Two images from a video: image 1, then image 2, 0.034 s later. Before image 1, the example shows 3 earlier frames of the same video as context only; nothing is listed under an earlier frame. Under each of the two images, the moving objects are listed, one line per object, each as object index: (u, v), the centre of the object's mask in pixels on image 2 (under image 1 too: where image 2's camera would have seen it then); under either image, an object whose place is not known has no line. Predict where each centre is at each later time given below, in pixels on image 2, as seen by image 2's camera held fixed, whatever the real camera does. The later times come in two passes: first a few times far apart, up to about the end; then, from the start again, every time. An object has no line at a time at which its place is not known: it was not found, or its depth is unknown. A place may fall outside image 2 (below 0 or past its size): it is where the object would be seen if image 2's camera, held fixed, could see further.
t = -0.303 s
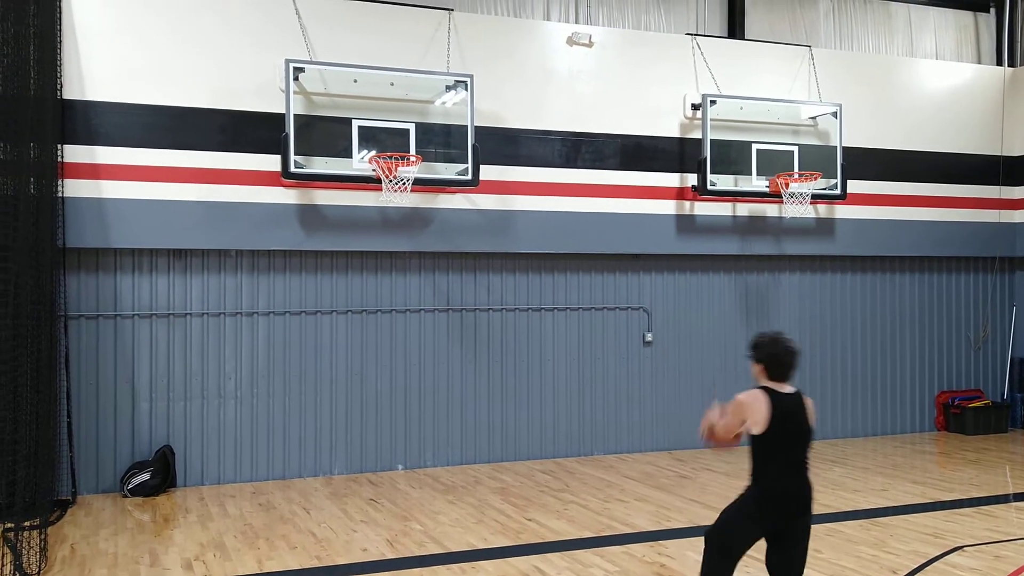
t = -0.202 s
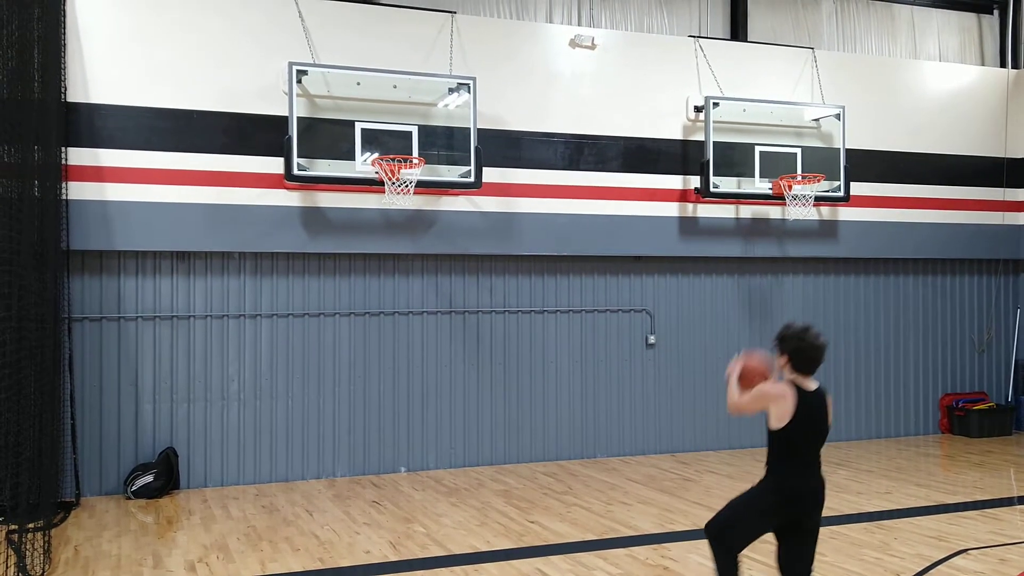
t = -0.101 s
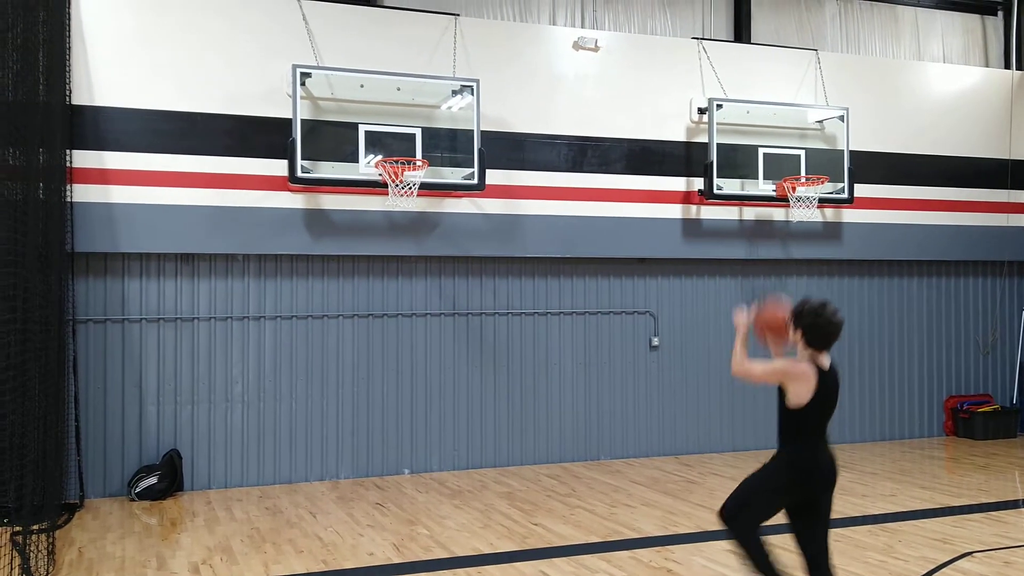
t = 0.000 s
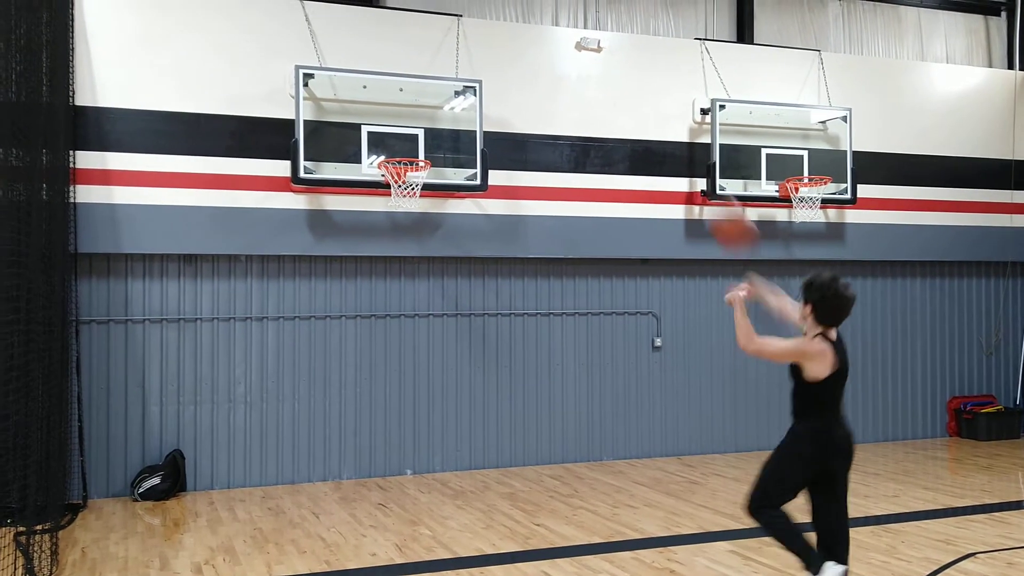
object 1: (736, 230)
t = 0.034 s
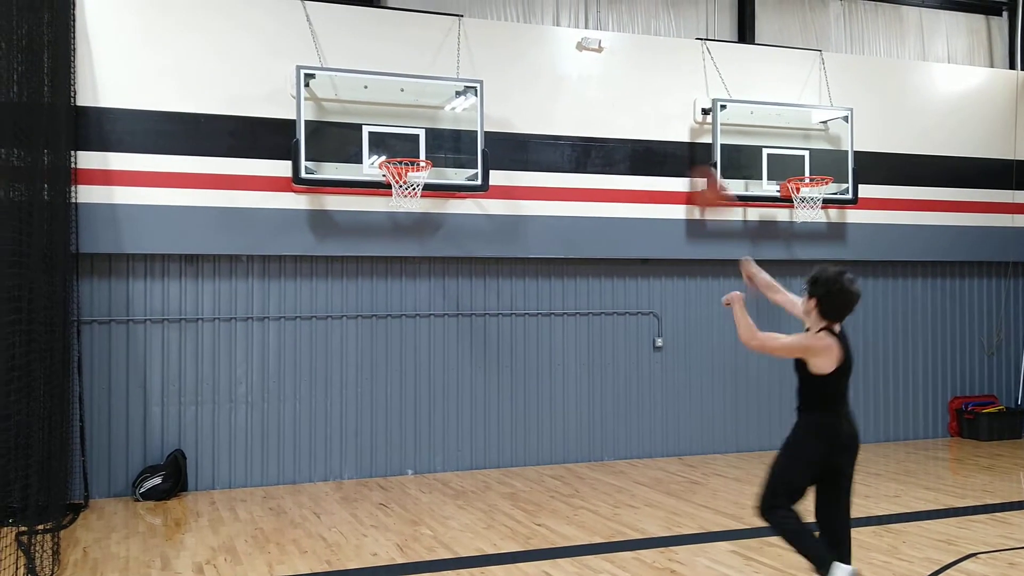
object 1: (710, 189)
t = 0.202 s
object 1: (616, 86)
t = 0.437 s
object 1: (517, 24)
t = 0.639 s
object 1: (449, 34)
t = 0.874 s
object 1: (387, 96)
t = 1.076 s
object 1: (363, 168)
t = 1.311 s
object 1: (367, 295)
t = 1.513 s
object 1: (367, 487)
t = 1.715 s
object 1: (374, 414)
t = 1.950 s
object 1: (387, 300)
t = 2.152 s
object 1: (400, 255)
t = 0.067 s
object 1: (687, 162)
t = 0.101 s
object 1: (675, 152)
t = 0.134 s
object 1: (652, 121)
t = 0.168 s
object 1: (633, 102)
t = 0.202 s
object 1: (616, 86)
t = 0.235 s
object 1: (601, 72)
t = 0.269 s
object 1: (585, 59)
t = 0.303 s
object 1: (570, 49)
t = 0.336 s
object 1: (556, 40)
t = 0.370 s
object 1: (542, 33)
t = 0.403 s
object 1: (529, 28)
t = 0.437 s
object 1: (517, 24)
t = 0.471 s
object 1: (504, 22)
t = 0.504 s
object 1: (492, 22)
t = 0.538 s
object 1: (481, 23)
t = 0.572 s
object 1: (470, 25)
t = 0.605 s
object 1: (460, 29)
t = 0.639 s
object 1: (449, 34)
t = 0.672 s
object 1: (440, 40)
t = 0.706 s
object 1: (430, 47)
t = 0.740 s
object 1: (421, 55)
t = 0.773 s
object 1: (412, 64)
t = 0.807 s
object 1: (403, 74)
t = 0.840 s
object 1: (395, 85)
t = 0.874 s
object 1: (387, 96)
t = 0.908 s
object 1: (379, 109)
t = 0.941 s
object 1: (371, 124)
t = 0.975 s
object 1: (363, 138)
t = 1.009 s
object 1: (363, 146)
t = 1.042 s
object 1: (363, 155)
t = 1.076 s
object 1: (363, 168)
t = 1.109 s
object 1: (364, 182)
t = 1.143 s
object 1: (365, 194)
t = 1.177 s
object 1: (365, 215)
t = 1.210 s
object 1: (366, 230)
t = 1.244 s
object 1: (367, 251)
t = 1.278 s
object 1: (367, 272)
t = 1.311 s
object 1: (367, 295)
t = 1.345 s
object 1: (367, 322)
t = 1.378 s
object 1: (367, 353)
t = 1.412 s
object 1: (368, 381)
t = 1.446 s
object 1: (367, 415)
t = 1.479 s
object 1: (367, 451)
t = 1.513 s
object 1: (367, 487)
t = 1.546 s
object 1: (367, 525)
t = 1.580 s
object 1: (368, 506)
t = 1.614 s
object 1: (370, 480)
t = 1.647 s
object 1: (371, 457)
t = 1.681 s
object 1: (372, 436)
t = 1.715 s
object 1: (374, 414)
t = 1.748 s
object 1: (376, 395)
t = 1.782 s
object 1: (377, 376)
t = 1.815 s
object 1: (380, 359)
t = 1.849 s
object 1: (381, 341)
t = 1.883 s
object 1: (383, 327)
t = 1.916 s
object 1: (385, 313)
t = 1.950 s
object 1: (387, 300)
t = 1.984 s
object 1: (389, 288)
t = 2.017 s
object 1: (391, 278)
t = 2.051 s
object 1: (393, 270)
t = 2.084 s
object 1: (395, 264)
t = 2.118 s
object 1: (398, 259)
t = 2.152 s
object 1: (400, 255)
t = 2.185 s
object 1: (402, 254)
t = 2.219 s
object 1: (405, 254)
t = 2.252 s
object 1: (407, 257)
